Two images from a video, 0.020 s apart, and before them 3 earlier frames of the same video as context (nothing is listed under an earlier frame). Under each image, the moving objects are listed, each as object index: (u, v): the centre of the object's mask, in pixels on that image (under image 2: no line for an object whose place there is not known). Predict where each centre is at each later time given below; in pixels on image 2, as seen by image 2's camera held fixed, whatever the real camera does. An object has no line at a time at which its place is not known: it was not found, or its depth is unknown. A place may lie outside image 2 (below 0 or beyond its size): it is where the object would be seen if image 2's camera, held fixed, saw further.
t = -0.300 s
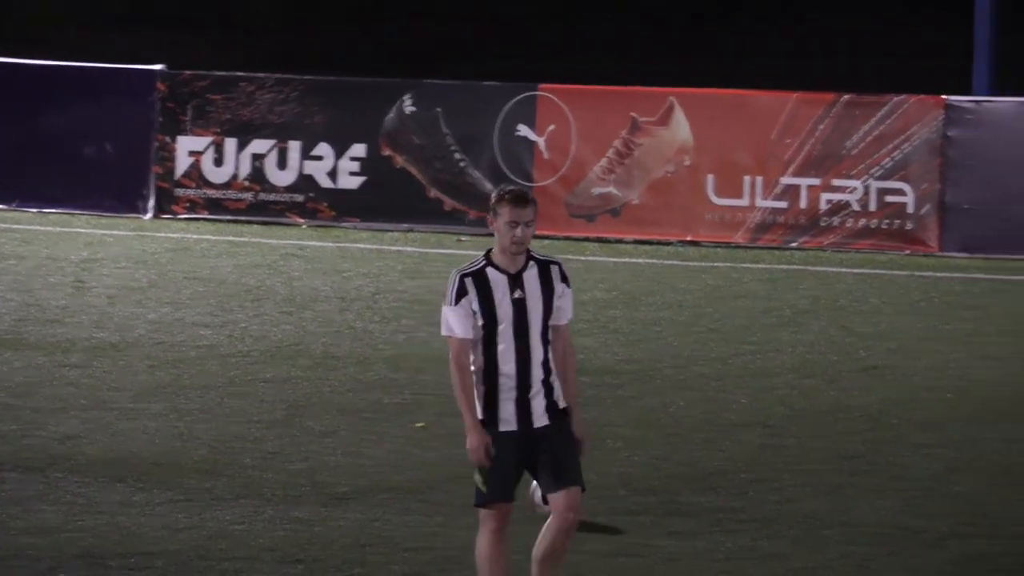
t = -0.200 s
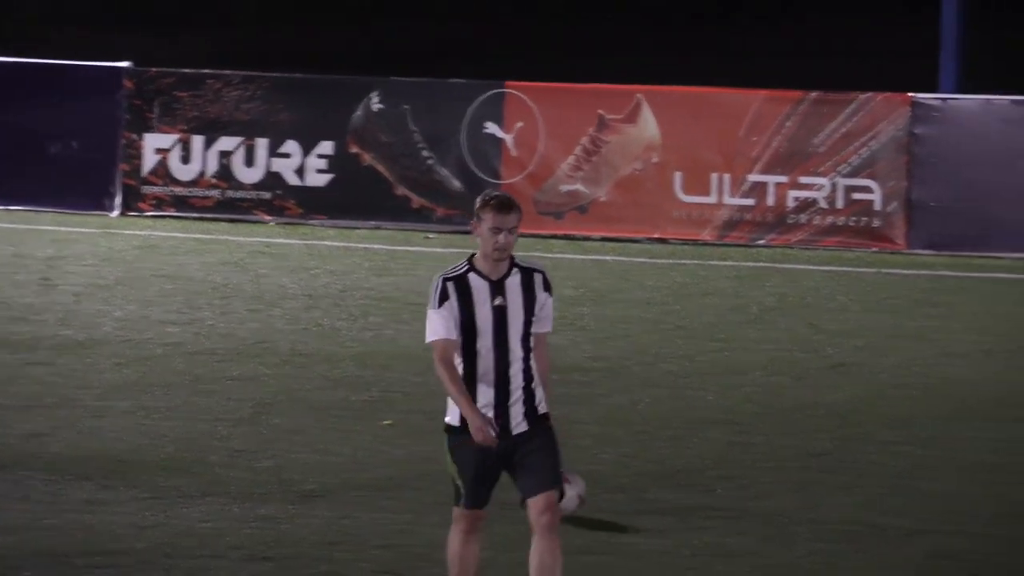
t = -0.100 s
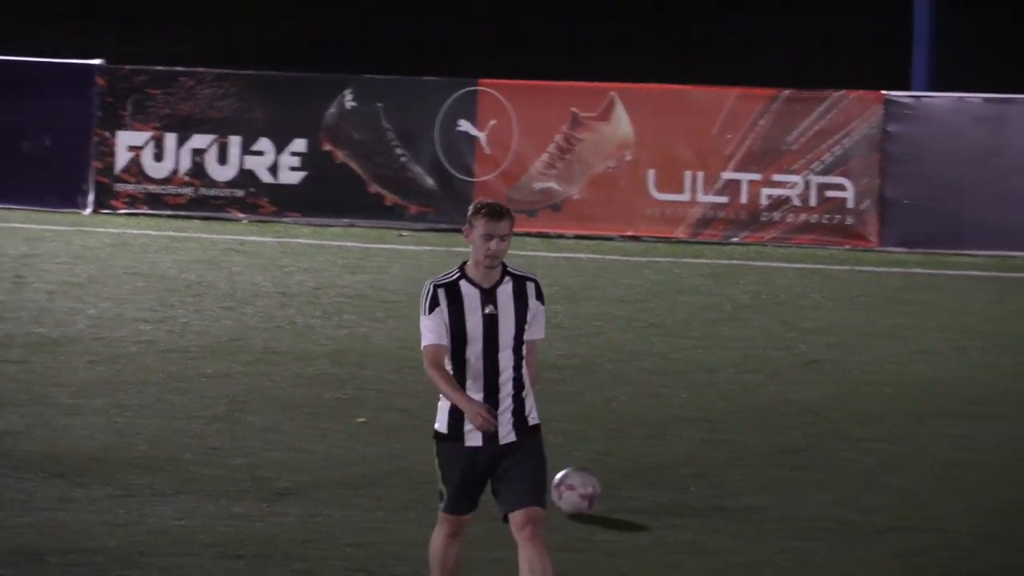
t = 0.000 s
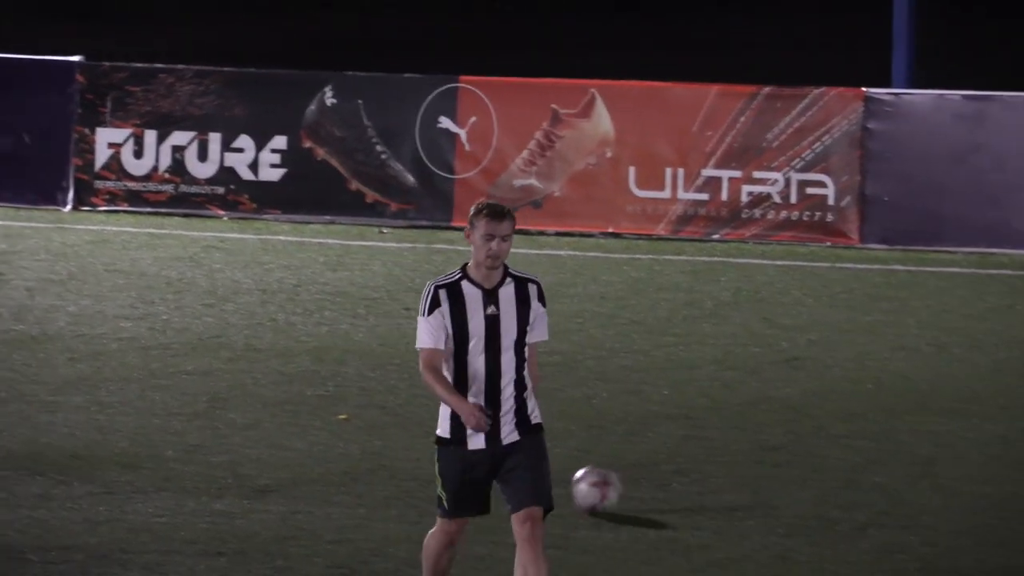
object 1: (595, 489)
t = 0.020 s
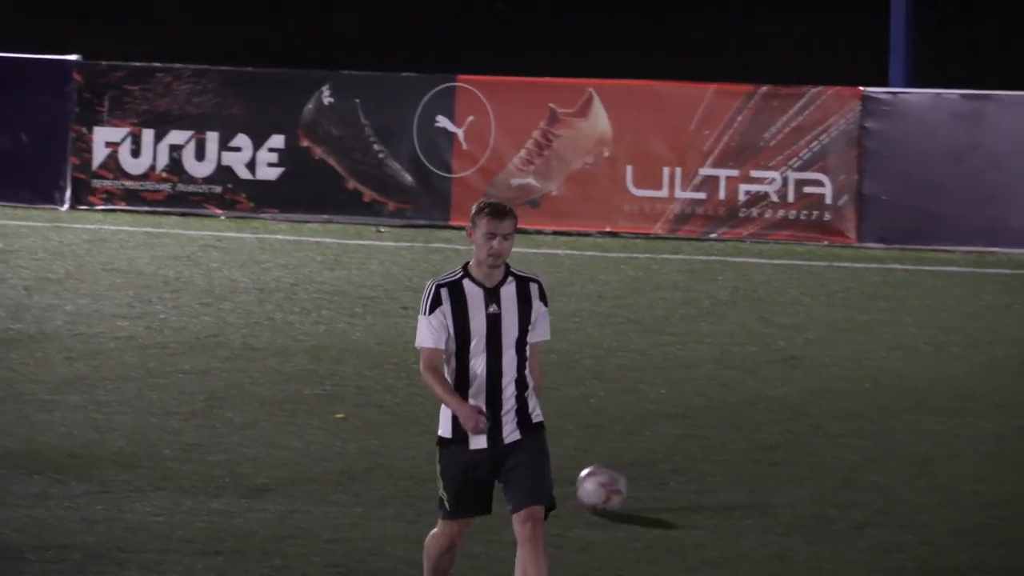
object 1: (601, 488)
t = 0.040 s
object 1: (608, 488)
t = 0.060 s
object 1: (616, 489)
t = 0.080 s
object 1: (624, 489)
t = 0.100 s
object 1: (632, 489)
